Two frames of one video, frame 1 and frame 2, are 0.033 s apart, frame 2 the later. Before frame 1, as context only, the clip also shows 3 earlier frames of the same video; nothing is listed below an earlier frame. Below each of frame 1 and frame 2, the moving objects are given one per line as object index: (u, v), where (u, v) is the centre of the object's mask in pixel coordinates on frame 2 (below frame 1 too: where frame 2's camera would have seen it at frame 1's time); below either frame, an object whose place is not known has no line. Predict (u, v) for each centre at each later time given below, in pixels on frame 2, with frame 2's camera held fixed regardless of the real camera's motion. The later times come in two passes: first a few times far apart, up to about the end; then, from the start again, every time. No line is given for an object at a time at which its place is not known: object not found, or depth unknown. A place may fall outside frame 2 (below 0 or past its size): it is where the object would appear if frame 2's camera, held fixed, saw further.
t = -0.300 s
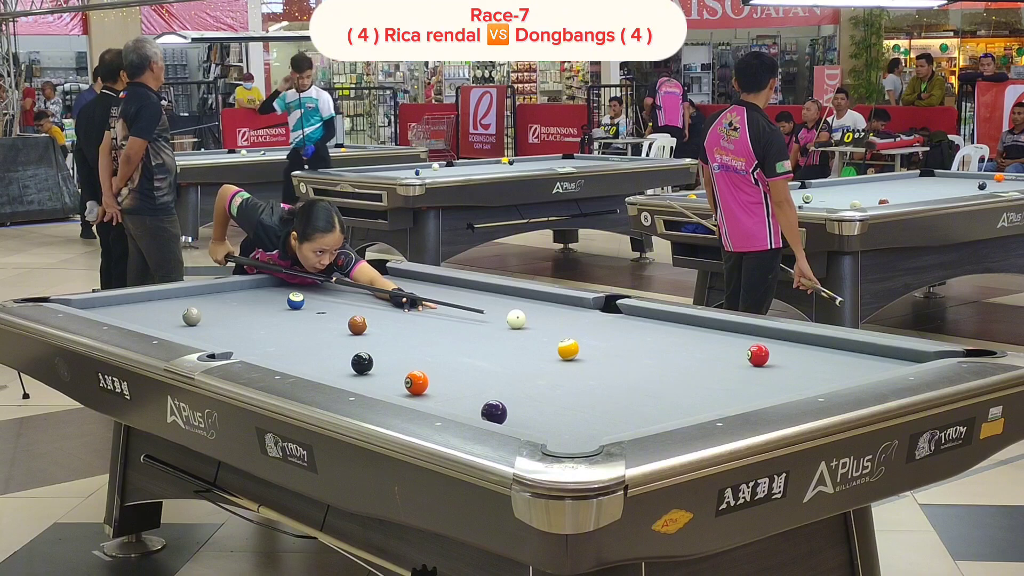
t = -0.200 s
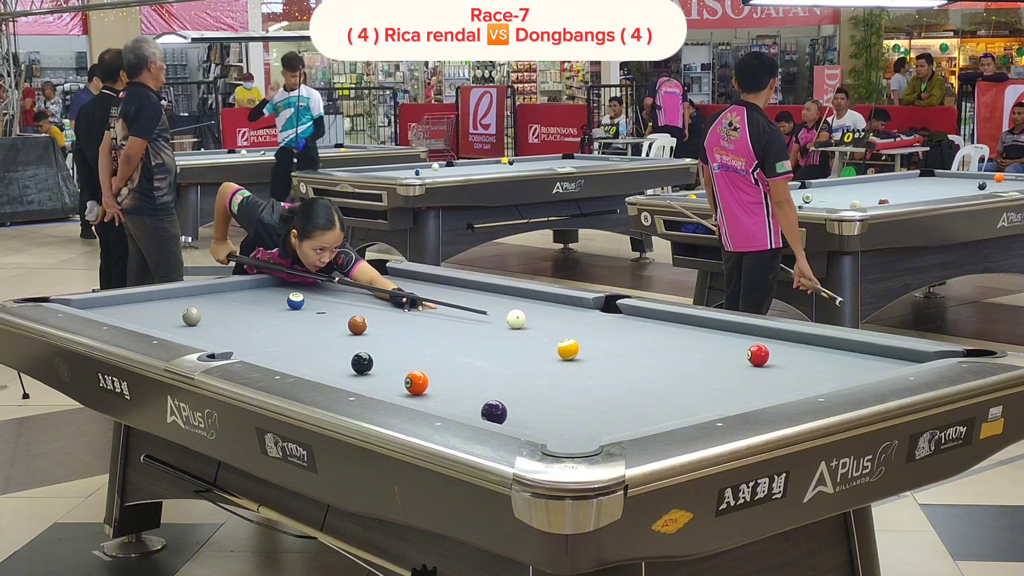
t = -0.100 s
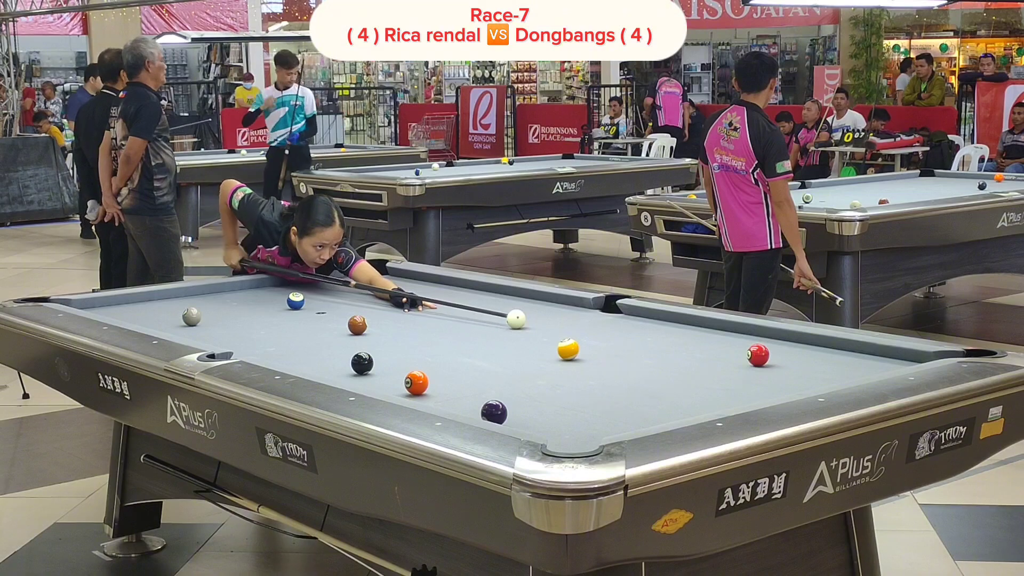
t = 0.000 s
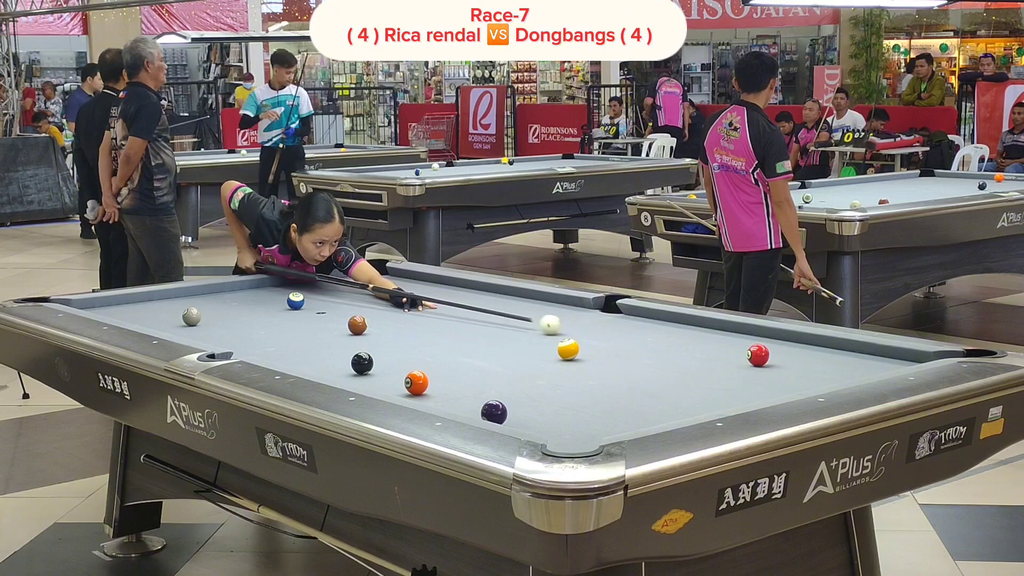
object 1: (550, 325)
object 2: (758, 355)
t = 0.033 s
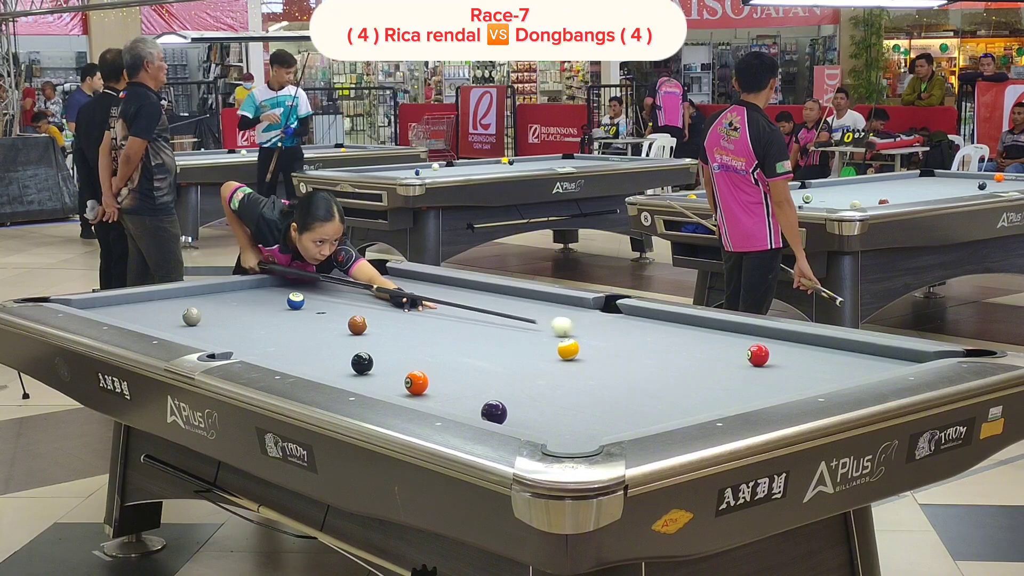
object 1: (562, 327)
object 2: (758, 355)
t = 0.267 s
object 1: (640, 339)
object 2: (758, 355)
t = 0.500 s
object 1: (725, 353)
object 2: (758, 355)
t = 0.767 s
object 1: (754, 368)
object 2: (829, 356)
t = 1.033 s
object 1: (783, 384)
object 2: (898, 358)
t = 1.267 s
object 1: (788, 388)
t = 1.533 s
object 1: (756, 388)
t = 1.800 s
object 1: (726, 385)
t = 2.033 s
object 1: (703, 382)
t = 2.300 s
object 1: (679, 379)
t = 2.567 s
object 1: (658, 377)
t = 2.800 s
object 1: (643, 375)
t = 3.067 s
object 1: (627, 373)
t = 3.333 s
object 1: (613, 371)
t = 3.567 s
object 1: (603, 370)
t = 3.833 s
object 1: (594, 369)
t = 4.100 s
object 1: (587, 368)
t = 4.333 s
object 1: (583, 368)
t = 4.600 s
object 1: (580, 367)
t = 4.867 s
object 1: (580, 367)
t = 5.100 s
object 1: (580, 367)
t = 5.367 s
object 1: (580, 367)
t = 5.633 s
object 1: (580, 367)
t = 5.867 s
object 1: (580, 367)
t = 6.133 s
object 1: (580, 367)
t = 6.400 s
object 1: (580, 367)
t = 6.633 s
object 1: (580, 367)
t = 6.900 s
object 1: (580, 367)
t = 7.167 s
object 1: (580, 367)
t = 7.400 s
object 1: (580, 367)
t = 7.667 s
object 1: (580, 367)
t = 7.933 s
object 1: (580, 367)
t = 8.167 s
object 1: (580, 367)
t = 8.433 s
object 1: (580, 367)
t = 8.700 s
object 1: (580, 367)
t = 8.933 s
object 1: (580, 367)
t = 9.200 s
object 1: (580, 367)
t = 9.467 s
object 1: (580, 367)
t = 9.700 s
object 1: (580, 367)
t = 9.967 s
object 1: (580, 367)
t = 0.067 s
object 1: (573, 328)
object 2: (758, 355)
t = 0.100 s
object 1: (584, 330)
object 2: (758, 355)
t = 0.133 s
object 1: (595, 332)
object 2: (758, 355)
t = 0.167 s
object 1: (605, 334)
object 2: (758, 355)
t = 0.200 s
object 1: (617, 336)
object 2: (758, 355)
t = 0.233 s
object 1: (628, 337)
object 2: (758, 355)
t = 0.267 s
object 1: (640, 339)
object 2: (758, 355)
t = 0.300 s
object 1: (651, 341)
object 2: (758, 355)
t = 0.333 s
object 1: (663, 343)
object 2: (758, 355)
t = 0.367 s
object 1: (675, 345)
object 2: (758, 355)
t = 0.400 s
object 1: (687, 347)
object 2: (758, 355)
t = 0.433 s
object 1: (700, 349)
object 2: (758, 355)
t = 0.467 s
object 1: (712, 351)
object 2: (758, 355)
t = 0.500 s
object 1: (725, 353)
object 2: (758, 355)
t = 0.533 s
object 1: (735, 355)
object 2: (760, 355)
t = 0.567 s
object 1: (736, 357)
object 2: (772, 355)
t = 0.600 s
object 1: (737, 358)
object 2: (783, 356)
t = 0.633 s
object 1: (739, 360)
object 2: (794, 356)
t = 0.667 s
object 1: (743, 362)
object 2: (803, 356)
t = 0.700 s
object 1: (747, 364)
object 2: (811, 356)
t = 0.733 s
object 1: (750, 366)
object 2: (820, 356)
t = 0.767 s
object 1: (754, 368)
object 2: (829, 356)
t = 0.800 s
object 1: (757, 370)
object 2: (838, 356)
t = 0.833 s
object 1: (761, 372)
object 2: (846, 357)
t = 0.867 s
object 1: (764, 374)
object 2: (855, 357)
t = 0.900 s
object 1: (768, 376)
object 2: (864, 357)
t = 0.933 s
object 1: (772, 378)
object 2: (873, 357)
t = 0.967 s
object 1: (776, 380)
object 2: (881, 357)
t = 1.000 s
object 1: (779, 382)
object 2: (890, 358)
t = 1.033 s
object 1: (783, 384)
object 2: (898, 358)
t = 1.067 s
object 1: (787, 385)
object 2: (907, 357)
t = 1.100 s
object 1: (791, 385)
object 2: (915, 357)
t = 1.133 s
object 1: (794, 386)
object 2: (924, 356)
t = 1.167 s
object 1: (798, 387)
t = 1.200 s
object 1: (798, 387)
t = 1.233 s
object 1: (793, 388)
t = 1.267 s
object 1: (788, 388)
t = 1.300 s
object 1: (784, 388)
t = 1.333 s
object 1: (780, 388)
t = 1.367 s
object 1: (776, 388)
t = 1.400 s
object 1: (772, 388)
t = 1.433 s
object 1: (768, 389)
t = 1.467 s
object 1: (764, 388)
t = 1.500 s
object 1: (760, 388)
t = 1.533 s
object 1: (756, 388)
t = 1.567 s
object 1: (752, 388)
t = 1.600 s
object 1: (748, 388)
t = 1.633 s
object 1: (744, 387)
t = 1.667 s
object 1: (741, 387)
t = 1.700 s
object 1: (737, 386)
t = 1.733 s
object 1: (733, 386)
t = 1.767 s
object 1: (730, 385)
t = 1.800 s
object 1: (726, 385)
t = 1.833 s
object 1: (723, 384)
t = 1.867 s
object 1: (719, 384)
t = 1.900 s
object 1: (716, 384)
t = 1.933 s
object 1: (713, 383)
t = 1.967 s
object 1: (709, 383)
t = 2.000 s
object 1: (706, 383)
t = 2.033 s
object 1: (703, 382)
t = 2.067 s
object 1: (700, 382)
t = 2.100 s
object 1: (697, 382)
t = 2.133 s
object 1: (694, 381)
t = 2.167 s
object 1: (691, 381)
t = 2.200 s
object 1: (688, 380)
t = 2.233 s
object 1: (685, 380)
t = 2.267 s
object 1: (682, 380)
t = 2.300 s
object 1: (679, 379)
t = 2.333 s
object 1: (676, 379)
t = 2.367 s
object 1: (674, 379)
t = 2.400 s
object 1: (671, 378)
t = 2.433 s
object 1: (668, 378)
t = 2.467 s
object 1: (666, 378)
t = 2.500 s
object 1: (663, 377)
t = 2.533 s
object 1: (661, 377)
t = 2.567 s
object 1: (658, 377)
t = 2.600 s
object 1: (656, 377)
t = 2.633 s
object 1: (654, 376)
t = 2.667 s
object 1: (651, 376)
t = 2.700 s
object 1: (649, 376)
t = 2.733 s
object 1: (647, 375)
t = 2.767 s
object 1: (645, 375)
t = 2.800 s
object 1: (643, 375)
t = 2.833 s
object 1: (640, 375)
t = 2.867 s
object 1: (638, 374)
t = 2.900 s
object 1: (636, 374)
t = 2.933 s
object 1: (634, 374)
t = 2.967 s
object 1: (632, 374)
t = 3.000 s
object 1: (631, 374)
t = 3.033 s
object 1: (628, 373)
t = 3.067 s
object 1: (627, 373)
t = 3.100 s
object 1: (625, 373)
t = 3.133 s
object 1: (623, 373)
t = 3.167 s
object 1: (621, 372)
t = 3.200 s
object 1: (620, 372)
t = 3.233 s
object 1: (618, 372)
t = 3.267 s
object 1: (616, 372)
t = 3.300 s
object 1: (615, 371)
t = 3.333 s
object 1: (613, 371)
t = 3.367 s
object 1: (612, 371)
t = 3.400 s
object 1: (610, 371)
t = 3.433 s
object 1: (609, 371)
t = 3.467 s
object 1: (607, 371)
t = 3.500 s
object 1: (606, 371)
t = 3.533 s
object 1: (605, 371)
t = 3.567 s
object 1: (603, 370)
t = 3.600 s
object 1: (602, 370)
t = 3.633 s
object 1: (601, 370)
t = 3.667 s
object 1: (599, 370)
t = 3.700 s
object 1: (598, 370)
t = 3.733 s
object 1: (597, 370)
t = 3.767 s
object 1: (596, 370)
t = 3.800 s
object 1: (595, 369)
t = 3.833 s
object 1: (594, 369)
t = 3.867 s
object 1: (593, 369)
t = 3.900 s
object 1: (592, 369)
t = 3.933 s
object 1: (591, 369)
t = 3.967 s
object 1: (590, 369)
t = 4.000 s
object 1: (589, 369)
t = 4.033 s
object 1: (588, 368)
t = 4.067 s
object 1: (588, 368)
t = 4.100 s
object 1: (587, 368)
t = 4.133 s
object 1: (586, 368)
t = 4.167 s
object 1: (585, 368)
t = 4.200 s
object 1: (585, 368)
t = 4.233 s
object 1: (584, 368)
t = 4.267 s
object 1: (584, 368)
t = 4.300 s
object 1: (583, 368)
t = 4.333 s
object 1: (583, 368)
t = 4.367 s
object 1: (582, 368)
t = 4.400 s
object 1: (582, 368)
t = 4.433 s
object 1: (581, 368)
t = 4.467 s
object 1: (581, 367)
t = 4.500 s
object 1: (581, 367)
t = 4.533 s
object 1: (581, 367)
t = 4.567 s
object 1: (580, 367)
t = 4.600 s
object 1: (580, 367)
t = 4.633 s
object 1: (580, 367)
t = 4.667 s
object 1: (580, 367)
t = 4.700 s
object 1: (580, 367)
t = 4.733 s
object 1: (580, 367)
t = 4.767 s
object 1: (580, 367)
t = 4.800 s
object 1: (580, 367)
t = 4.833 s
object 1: (580, 367)
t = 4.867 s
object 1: (580, 367)
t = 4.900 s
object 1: (580, 367)
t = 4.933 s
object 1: (580, 367)
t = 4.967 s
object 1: (580, 367)
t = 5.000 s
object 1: (580, 367)
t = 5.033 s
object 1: (580, 367)
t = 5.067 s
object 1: (580, 367)
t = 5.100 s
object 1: (580, 367)
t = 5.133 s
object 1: (580, 367)
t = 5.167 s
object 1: (580, 367)
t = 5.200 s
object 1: (580, 367)
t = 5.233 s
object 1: (580, 367)
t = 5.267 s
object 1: (580, 367)
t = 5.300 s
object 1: (580, 367)
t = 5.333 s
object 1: (580, 367)
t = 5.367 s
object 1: (580, 367)
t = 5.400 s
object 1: (580, 367)
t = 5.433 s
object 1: (580, 367)
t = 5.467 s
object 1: (580, 367)
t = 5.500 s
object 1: (580, 367)
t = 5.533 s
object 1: (580, 367)
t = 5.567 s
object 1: (580, 367)
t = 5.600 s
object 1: (580, 367)
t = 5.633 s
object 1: (580, 367)
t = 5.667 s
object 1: (580, 367)
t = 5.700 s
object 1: (580, 367)
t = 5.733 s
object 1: (580, 367)
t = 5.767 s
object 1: (580, 367)
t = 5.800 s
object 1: (580, 367)
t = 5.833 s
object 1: (580, 367)
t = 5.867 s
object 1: (580, 367)
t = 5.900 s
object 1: (580, 367)
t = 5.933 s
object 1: (580, 367)
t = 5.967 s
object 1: (580, 367)
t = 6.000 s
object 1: (580, 367)
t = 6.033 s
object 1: (580, 367)
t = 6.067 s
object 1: (580, 367)
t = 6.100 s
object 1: (580, 367)
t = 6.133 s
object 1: (580, 367)
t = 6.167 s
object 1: (580, 367)
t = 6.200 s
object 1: (580, 367)
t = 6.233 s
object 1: (580, 367)
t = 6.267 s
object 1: (580, 367)
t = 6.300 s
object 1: (580, 367)
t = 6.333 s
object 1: (580, 367)
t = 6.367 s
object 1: (580, 367)
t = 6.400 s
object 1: (580, 367)
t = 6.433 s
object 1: (580, 367)
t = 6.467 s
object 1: (580, 367)
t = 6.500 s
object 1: (580, 367)
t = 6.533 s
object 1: (580, 367)
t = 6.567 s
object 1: (580, 367)
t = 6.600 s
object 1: (580, 367)
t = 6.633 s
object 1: (580, 367)
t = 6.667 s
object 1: (580, 367)
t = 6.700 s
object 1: (580, 367)
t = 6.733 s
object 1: (580, 367)
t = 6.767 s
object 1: (580, 367)
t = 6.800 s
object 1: (580, 367)
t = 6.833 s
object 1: (580, 367)
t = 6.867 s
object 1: (580, 367)
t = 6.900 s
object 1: (580, 367)
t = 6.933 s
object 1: (580, 367)
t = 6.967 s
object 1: (580, 367)
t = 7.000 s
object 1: (580, 367)
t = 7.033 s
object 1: (580, 367)
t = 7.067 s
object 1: (580, 367)
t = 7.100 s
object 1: (580, 367)
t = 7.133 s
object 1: (580, 367)
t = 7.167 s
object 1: (580, 367)
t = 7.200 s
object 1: (580, 367)
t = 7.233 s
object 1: (580, 367)
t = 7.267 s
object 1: (580, 367)
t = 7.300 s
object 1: (580, 367)
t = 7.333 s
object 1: (580, 367)
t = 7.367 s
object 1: (580, 367)
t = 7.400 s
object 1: (580, 367)
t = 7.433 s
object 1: (580, 367)
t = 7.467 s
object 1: (580, 367)
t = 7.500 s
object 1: (580, 367)
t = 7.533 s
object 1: (580, 367)
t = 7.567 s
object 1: (580, 367)
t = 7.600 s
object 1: (580, 367)
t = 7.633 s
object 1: (580, 367)
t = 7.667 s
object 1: (580, 367)
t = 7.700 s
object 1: (580, 367)
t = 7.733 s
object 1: (580, 367)
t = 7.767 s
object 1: (580, 367)
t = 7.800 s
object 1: (580, 367)
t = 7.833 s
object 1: (580, 367)
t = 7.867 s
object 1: (580, 367)
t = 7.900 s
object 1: (580, 367)
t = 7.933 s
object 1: (580, 367)
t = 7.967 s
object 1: (580, 367)
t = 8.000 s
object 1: (580, 367)
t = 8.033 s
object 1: (580, 367)
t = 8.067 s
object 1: (580, 367)
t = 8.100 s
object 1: (580, 367)
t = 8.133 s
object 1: (580, 367)
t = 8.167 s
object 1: (580, 367)
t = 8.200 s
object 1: (580, 367)
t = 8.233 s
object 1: (580, 367)
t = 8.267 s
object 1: (580, 367)
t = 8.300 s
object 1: (580, 367)
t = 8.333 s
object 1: (580, 367)
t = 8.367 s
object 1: (580, 367)
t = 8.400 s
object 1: (580, 367)
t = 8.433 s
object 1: (580, 367)
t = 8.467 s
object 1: (580, 367)
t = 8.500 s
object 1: (580, 367)
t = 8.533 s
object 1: (580, 367)
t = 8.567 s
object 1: (580, 367)
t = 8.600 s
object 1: (580, 367)
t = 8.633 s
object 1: (580, 367)
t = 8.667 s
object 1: (580, 367)
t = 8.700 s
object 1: (580, 367)
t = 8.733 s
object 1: (580, 367)
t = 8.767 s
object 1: (580, 367)
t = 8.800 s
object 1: (580, 367)
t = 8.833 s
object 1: (580, 367)
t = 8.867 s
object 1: (580, 367)
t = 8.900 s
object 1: (580, 367)
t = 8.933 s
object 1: (580, 367)
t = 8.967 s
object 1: (580, 367)
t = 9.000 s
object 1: (580, 367)
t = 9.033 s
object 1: (580, 367)
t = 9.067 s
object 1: (580, 367)
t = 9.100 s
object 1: (580, 367)
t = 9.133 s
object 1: (580, 367)
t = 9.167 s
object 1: (580, 367)
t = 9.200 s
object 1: (580, 367)
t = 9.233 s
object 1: (580, 367)
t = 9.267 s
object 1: (580, 367)
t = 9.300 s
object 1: (580, 367)
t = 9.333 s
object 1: (580, 367)
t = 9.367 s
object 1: (580, 367)
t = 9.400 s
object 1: (580, 367)
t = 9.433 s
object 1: (580, 367)
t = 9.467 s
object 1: (580, 367)
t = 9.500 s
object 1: (580, 367)
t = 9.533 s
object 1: (580, 367)
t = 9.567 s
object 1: (580, 367)
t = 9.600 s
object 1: (580, 367)
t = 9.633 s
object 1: (580, 367)
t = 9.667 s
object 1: (580, 367)
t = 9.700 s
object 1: (580, 367)
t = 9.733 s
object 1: (580, 367)
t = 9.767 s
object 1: (580, 367)
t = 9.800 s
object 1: (580, 367)
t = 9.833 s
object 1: (580, 367)
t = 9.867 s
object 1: (580, 367)
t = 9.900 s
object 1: (580, 367)
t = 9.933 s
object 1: (580, 367)
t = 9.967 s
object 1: (580, 367)
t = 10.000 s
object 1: (580, 367)
